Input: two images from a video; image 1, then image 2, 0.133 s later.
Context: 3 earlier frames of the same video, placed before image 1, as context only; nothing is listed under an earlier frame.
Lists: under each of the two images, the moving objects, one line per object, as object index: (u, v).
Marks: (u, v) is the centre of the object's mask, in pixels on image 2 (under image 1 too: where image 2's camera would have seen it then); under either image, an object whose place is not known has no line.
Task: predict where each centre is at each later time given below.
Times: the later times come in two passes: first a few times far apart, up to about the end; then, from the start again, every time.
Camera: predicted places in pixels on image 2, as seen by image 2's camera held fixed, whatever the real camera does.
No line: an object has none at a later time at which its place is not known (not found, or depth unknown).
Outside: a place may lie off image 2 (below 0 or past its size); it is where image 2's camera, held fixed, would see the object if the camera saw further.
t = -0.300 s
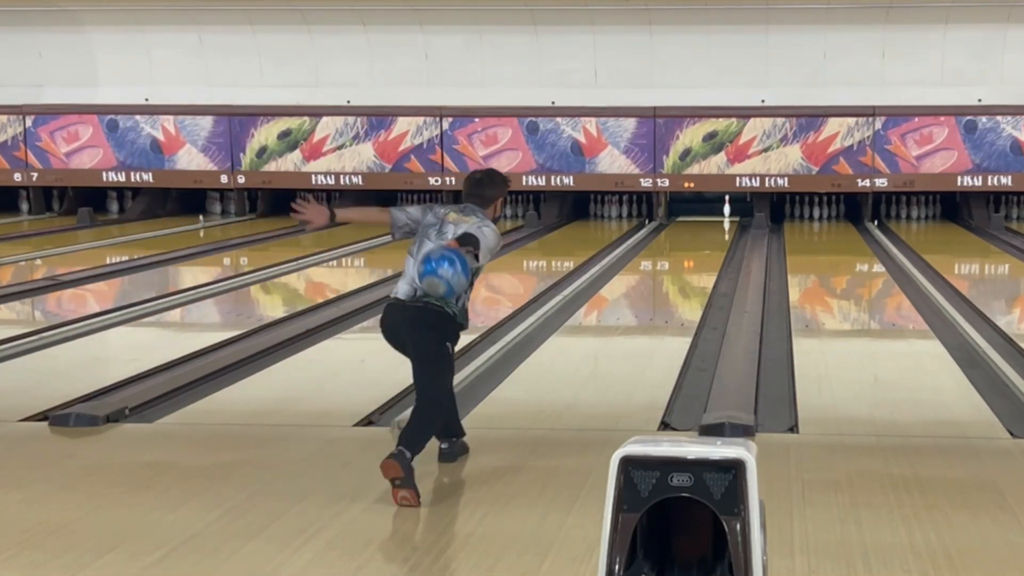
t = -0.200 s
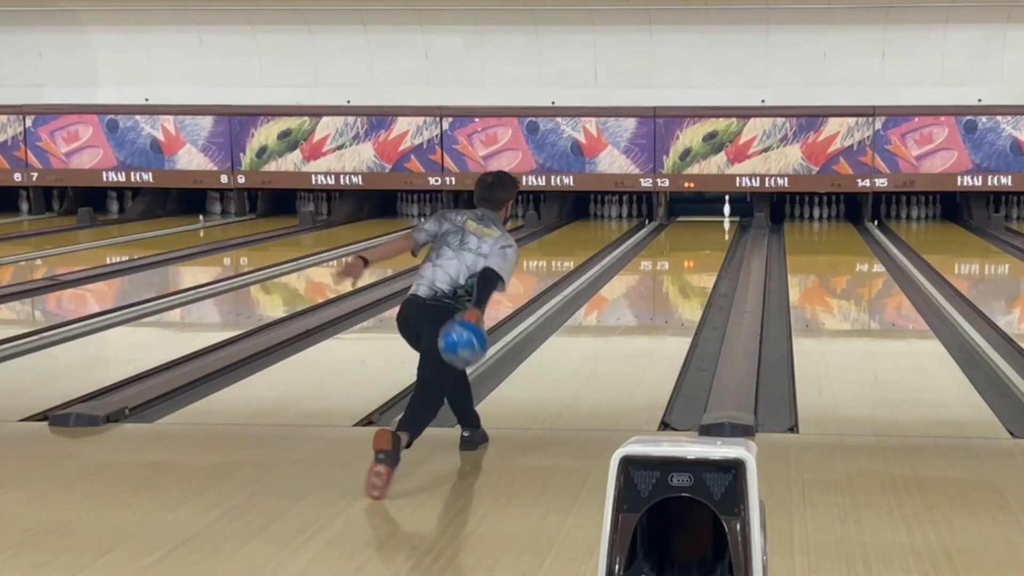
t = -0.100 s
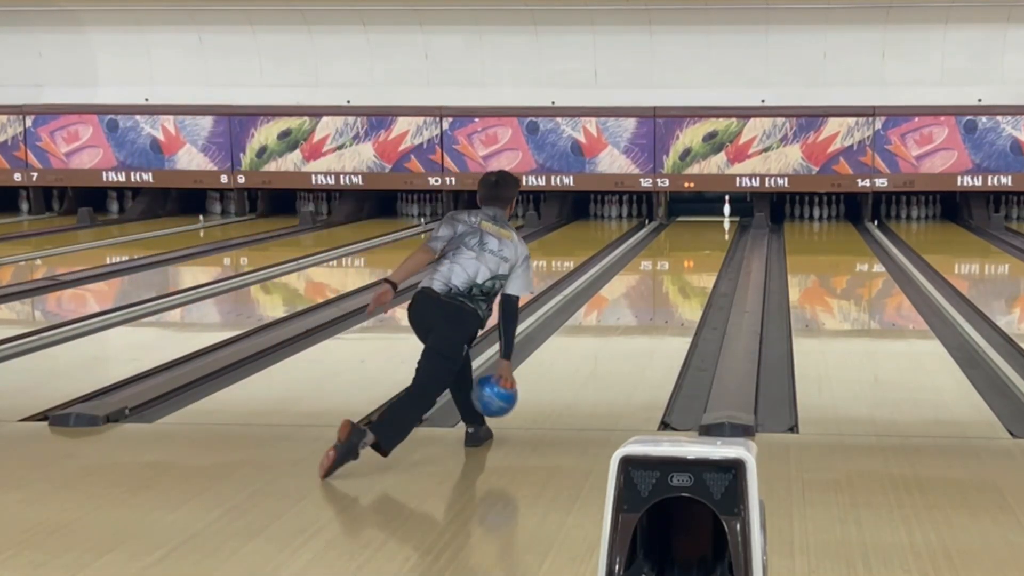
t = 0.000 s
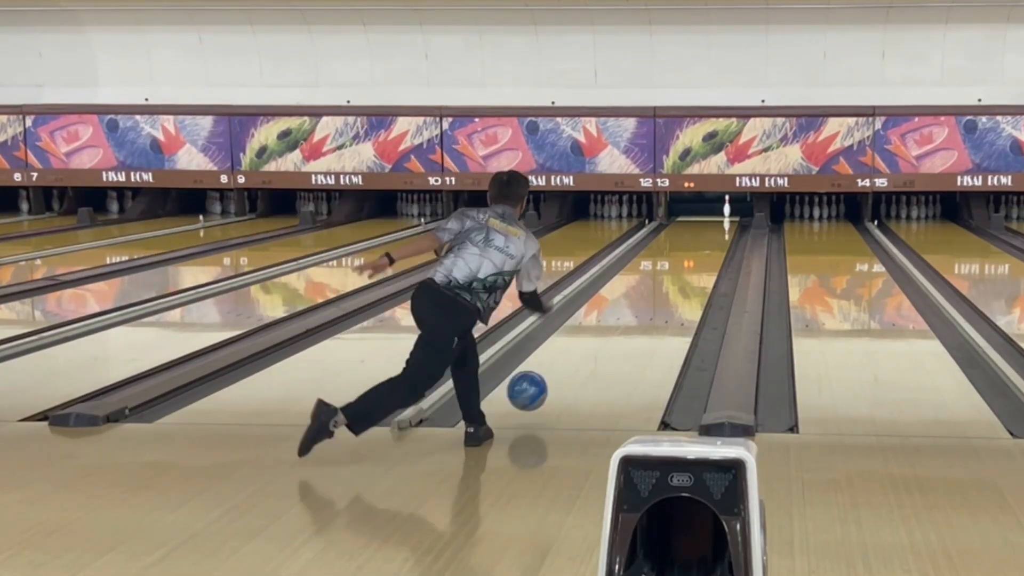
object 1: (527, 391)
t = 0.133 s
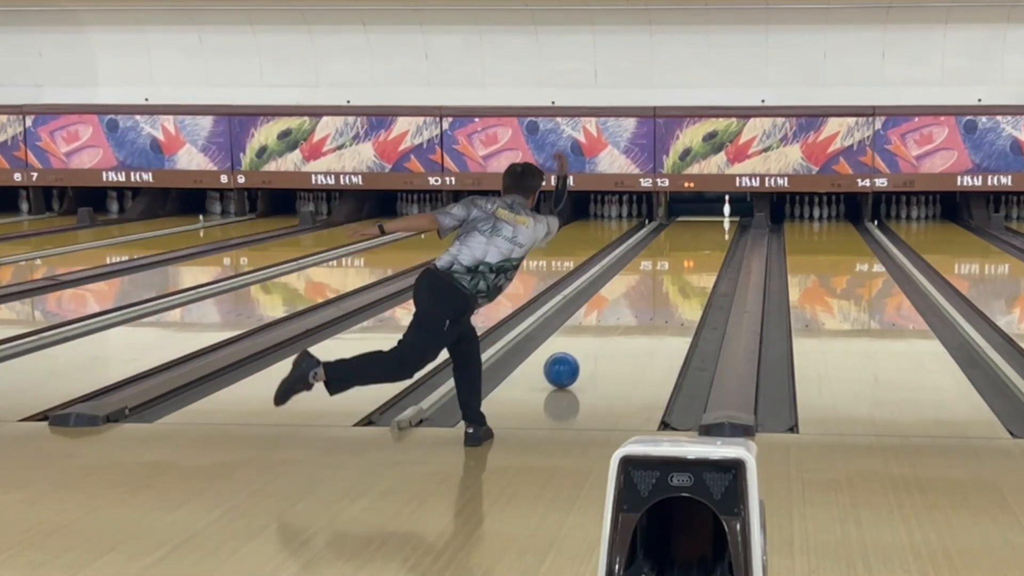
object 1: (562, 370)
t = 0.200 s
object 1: (575, 357)
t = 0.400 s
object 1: (610, 324)
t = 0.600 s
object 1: (633, 302)
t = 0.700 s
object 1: (644, 292)
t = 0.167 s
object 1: (569, 363)
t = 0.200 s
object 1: (575, 357)
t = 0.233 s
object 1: (582, 350)
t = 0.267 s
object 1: (588, 344)
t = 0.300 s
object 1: (594, 339)
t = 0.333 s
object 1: (600, 334)
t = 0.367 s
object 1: (605, 329)
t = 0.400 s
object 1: (610, 324)
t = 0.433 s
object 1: (615, 320)
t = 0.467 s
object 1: (619, 315)
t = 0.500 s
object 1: (623, 311)
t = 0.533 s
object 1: (628, 307)
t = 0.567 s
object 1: (630, 305)
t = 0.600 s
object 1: (633, 302)
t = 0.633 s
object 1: (637, 298)
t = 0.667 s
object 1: (640, 295)
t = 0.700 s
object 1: (644, 292)
